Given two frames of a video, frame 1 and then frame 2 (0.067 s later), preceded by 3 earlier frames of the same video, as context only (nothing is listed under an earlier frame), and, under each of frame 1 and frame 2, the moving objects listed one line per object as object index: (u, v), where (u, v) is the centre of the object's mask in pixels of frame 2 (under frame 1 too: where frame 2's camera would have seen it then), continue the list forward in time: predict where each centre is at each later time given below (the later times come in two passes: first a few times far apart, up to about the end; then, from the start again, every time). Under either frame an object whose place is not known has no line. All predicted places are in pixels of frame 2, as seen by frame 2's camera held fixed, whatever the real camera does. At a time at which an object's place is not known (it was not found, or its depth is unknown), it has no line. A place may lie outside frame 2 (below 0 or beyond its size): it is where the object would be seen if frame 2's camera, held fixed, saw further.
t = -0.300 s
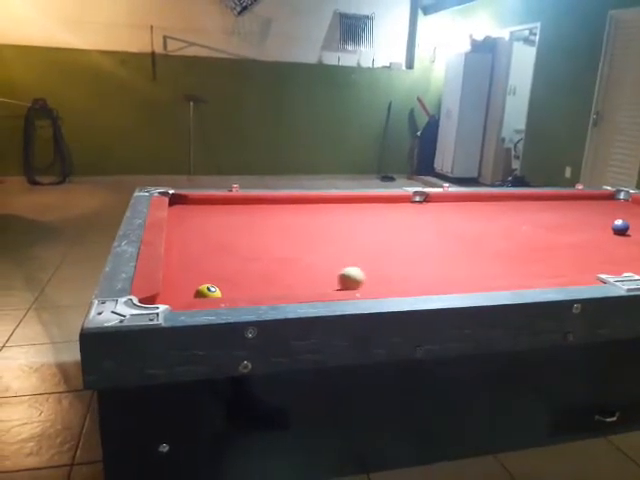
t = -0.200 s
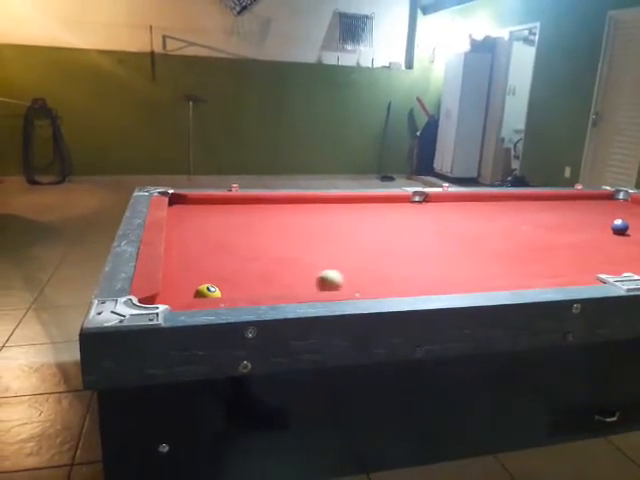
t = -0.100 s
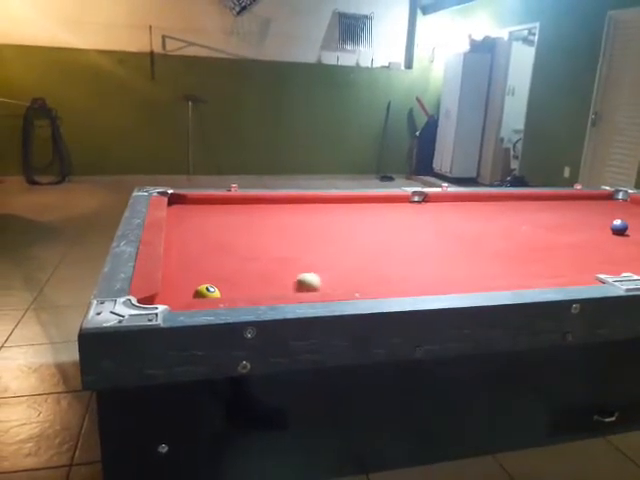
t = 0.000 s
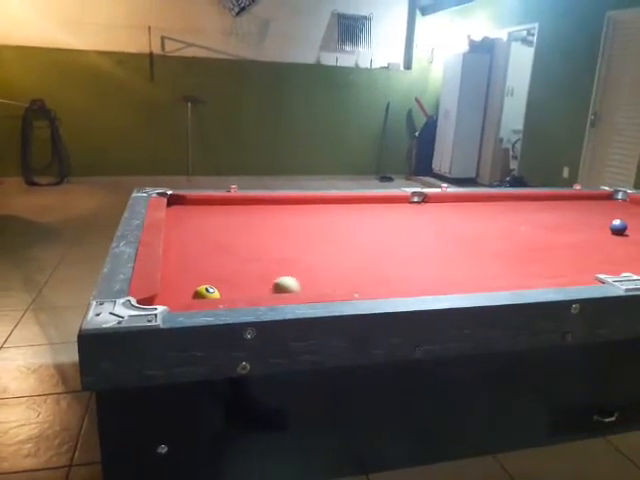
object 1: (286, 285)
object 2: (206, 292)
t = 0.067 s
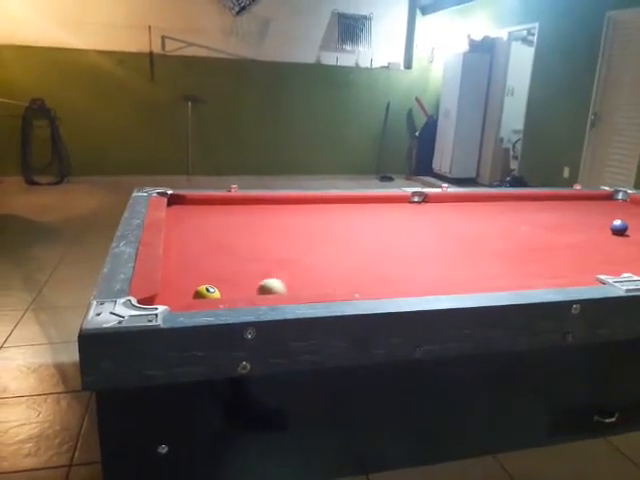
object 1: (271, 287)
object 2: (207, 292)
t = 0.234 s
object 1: (234, 291)
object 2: (204, 292)
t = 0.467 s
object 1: (221, 290)
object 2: (172, 296)
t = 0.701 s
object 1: (212, 288)
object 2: (188, 296)
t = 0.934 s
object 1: (207, 285)
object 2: (192, 295)
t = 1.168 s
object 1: (204, 283)
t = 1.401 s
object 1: (202, 282)
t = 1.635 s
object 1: (201, 282)
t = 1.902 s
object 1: (201, 282)
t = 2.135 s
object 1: (201, 282)
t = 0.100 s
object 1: (264, 288)
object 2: (206, 292)
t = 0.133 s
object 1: (256, 289)
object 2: (207, 292)
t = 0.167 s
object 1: (248, 290)
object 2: (207, 292)
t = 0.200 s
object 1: (241, 290)
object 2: (207, 292)
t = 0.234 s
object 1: (234, 291)
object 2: (204, 292)
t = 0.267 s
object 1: (232, 291)
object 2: (199, 293)
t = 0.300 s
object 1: (230, 291)
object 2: (193, 293)
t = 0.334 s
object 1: (228, 290)
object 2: (188, 294)
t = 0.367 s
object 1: (226, 290)
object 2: (182, 295)
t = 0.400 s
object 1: (224, 290)
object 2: (178, 295)
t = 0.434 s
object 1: (223, 290)
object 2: (173, 296)
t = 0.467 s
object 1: (221, 290)
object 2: (172, 296)
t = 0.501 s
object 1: (219, 290)
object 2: (174, 296)
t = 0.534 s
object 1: (218, 289)
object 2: (176, 296)
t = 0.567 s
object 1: (216, 289)
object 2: (179, 296)
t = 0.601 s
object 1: (215, 289)
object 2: (181, 296)
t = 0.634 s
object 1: (213, 289)
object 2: (184, 296)
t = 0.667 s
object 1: (213, 289)
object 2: (187, 296)
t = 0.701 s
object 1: (212, 288)
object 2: (188, 296)
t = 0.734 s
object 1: (211, 287)
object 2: (189, 296)
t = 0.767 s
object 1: (210, 287)
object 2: (191, 295)
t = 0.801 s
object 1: (209, 286)
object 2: (192, 295)
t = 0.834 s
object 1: (209, 286)
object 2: (191, 295)
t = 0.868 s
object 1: (208, 286)
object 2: (192, 295)
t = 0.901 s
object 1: (208, 285)
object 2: (192, 295)
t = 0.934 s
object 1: (207, 285)
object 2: (192, 295)
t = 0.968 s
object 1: (207, 285)
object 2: (191, 295)
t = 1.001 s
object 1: (206, 284)
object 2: (191, 295)
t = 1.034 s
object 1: (206, 284)
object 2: (191, 295)
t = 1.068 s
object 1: (206, 284)
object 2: (191, 295)
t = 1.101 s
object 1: (205, 284)
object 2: (191, 295)
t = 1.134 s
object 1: (204, 283)
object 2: (190, 295)
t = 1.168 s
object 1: (204, 283)
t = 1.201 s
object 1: (204, 283)
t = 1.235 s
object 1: (203, 282)
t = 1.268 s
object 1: (203, 282)
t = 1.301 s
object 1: (202, 282)
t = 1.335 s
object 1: (202, 282)
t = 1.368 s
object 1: (202, 282)
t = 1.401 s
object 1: (202, 282)
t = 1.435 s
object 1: (202, 282)
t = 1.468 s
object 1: (201, 282)
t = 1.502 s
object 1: (201, 282)
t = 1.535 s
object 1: (202, 282)
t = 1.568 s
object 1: (201, 282)
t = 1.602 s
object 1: (201, 282)
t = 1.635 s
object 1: (201, 282)
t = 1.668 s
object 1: (201, 282)
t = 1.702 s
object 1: (201, 282)
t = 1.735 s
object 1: (201, 282)
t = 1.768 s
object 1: (201, 282)
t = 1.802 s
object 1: (201, 282)
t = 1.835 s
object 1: (201, 282)
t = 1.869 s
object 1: (201, 282)
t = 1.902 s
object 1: (201, 282)
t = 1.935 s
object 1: (201, 282)
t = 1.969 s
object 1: (201, 282)
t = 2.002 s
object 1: (201, 282)
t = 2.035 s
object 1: (201, 282)
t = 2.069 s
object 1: (201, 282)
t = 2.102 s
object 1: (201, 282)
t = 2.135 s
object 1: (201, 282)
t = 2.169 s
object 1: (201, 282)
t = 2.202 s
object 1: (201, 282)
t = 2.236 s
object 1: (201, 282)
